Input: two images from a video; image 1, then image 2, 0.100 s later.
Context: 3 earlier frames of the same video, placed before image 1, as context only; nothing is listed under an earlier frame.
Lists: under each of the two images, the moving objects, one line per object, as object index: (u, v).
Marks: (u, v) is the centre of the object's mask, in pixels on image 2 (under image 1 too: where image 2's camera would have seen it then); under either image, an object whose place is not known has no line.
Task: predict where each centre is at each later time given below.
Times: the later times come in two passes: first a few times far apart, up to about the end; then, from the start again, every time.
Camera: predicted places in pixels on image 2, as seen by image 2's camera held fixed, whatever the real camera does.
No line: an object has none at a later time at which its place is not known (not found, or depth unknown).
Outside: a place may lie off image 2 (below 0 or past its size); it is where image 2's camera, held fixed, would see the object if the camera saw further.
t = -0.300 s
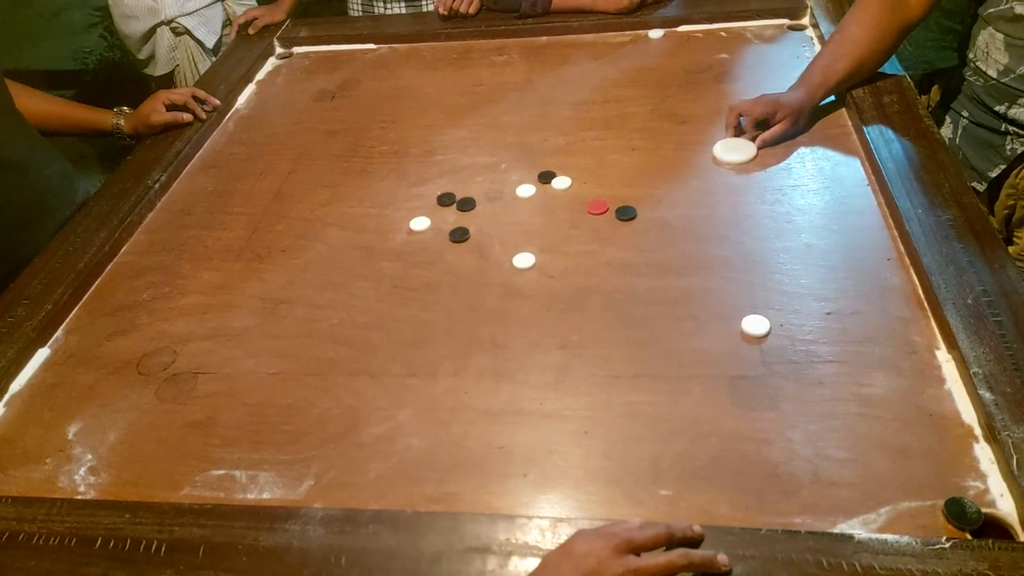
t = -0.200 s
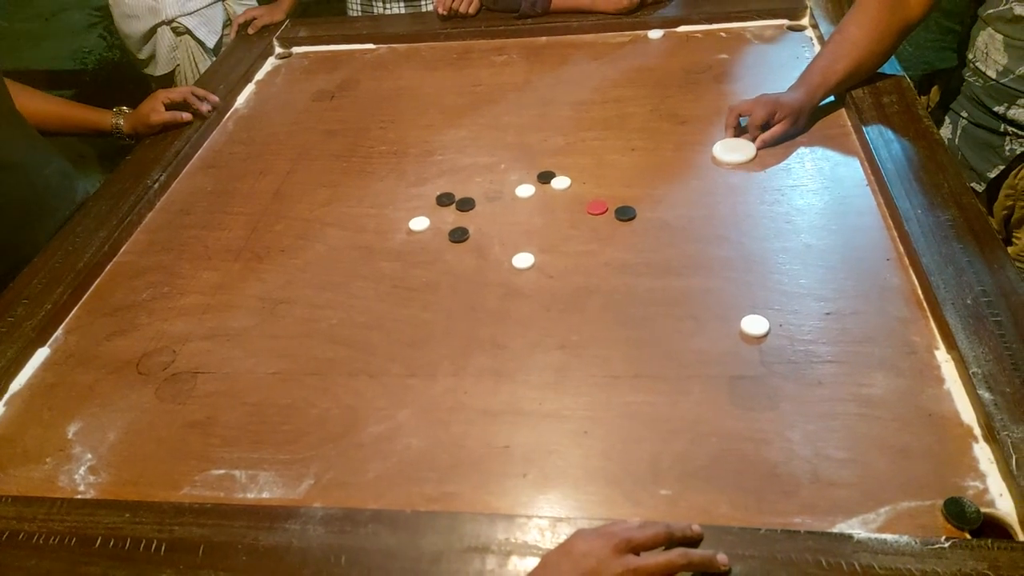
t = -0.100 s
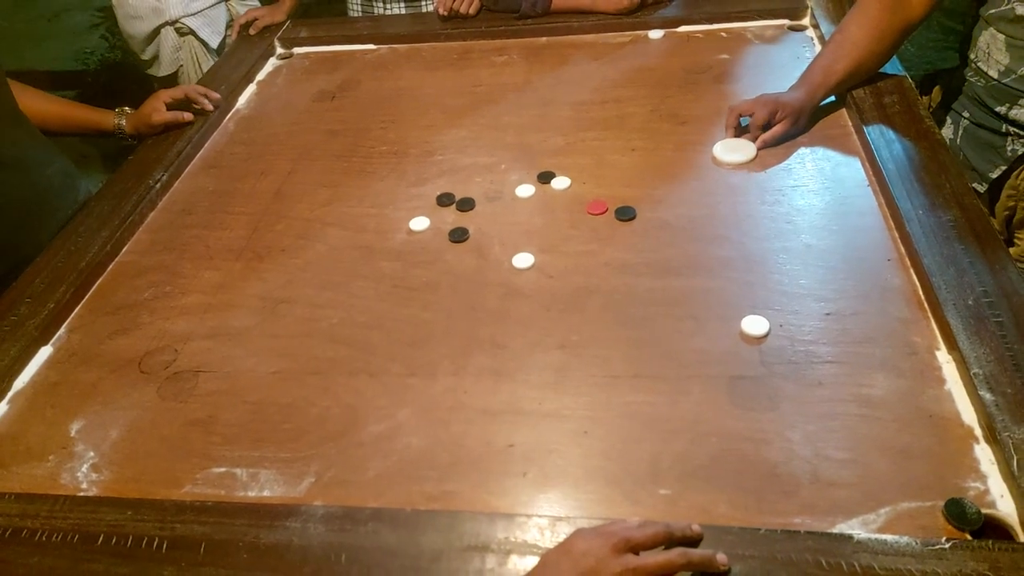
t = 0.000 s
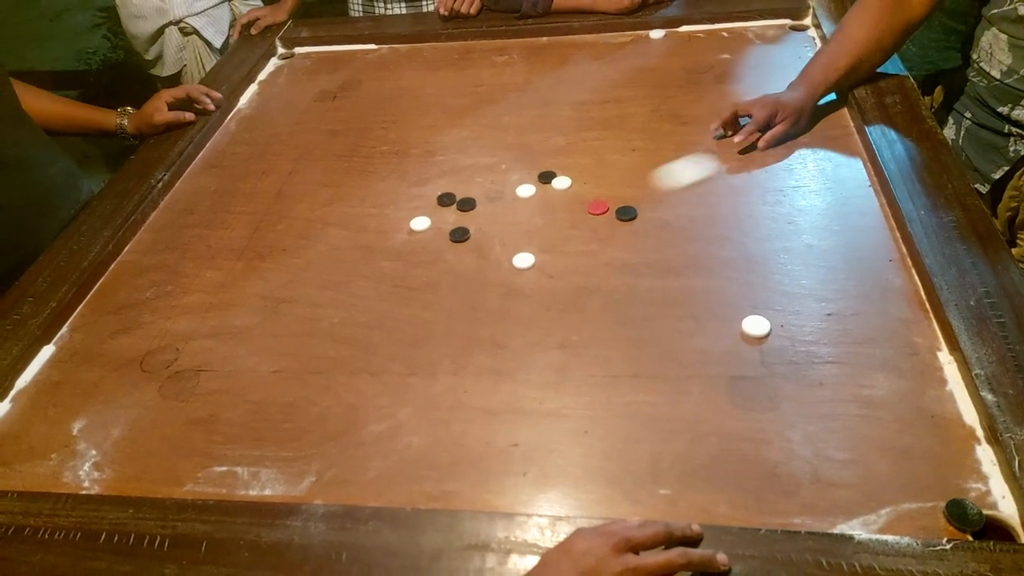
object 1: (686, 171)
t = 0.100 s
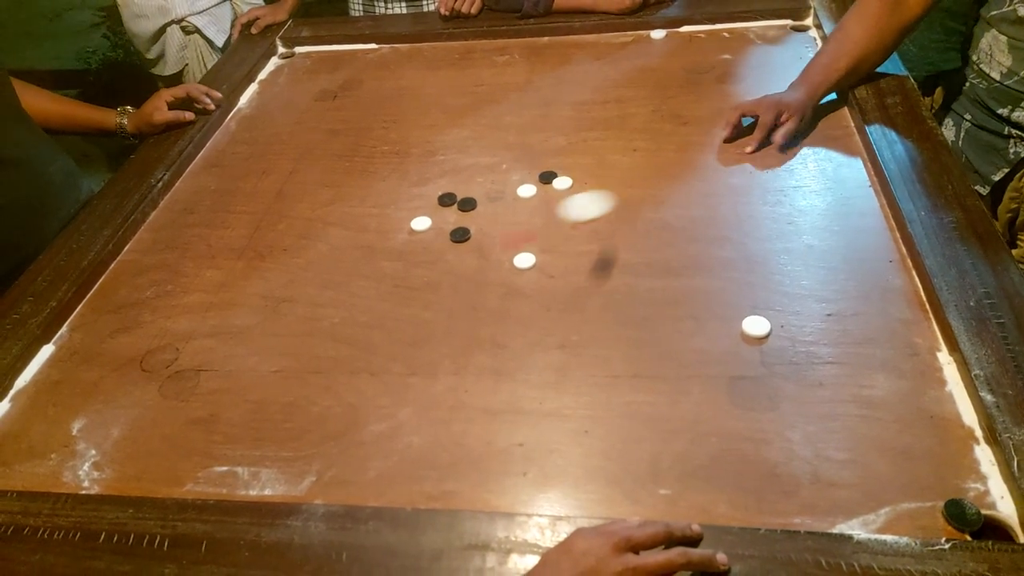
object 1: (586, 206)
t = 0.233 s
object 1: (490, 232)
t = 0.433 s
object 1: (410, 255)
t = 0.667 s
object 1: (364, 269)
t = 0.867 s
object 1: (361, 270)
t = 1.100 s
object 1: (362, 269)
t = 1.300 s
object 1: (362, 270)
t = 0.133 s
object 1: (560, 213)
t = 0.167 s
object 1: (536, 219)
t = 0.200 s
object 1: (512, 226)
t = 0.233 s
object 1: (490, 232)
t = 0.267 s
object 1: (474, 237)
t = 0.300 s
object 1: (459, 241)
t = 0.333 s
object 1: (446, 245)
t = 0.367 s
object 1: (433, 249)
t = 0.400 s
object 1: (421, 252)
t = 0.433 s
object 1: (410, 255)
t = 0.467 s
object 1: (401, 258)
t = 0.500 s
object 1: (392, 261)
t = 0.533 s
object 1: (384, 263)
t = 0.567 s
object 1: (378, 265)
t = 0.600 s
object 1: (372, 266)
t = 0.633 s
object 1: (368, 268)
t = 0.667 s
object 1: (364, 269)
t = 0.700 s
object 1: (362, 269)
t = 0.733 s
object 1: (361, 270)
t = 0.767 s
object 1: (361, 270)
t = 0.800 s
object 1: (361, 270)
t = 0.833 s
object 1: (361, 270)
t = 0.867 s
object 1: (361, 270)
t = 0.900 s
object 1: (361, 270)
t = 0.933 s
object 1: (361, 270)
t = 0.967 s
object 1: (361, 270)
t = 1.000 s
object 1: (361, 270)
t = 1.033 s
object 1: (361, 270)
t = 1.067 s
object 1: (361, 270)
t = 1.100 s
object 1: (362, 269)
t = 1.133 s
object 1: (362, 270)
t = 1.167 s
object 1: (362, 270)
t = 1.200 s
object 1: (362, 270)
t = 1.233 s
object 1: (362, 270)
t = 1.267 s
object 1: (362, 270)
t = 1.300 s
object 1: (362, 270)
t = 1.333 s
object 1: (362, 270)
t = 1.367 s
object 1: (362, 270)
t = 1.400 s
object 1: (362, 270)
